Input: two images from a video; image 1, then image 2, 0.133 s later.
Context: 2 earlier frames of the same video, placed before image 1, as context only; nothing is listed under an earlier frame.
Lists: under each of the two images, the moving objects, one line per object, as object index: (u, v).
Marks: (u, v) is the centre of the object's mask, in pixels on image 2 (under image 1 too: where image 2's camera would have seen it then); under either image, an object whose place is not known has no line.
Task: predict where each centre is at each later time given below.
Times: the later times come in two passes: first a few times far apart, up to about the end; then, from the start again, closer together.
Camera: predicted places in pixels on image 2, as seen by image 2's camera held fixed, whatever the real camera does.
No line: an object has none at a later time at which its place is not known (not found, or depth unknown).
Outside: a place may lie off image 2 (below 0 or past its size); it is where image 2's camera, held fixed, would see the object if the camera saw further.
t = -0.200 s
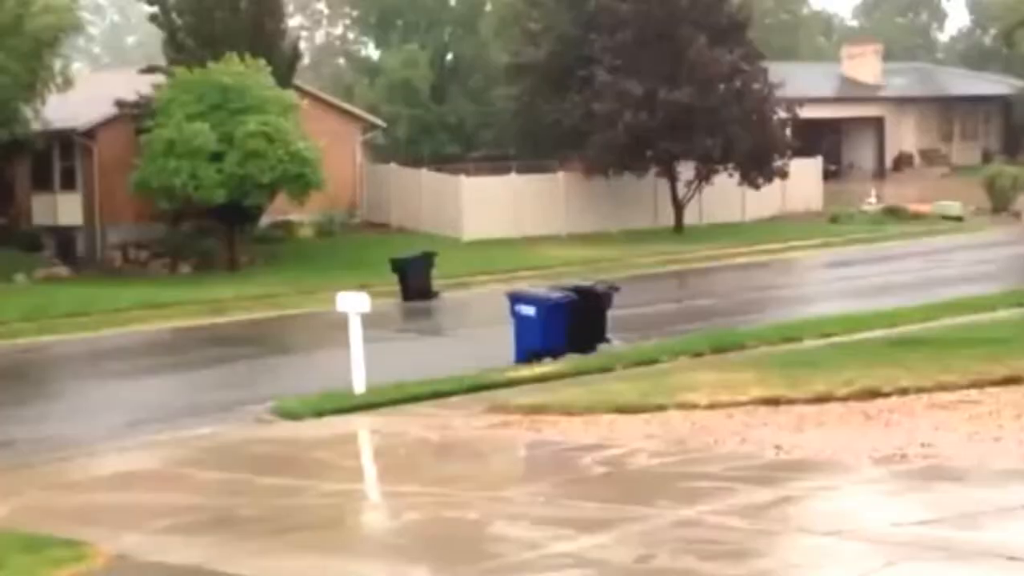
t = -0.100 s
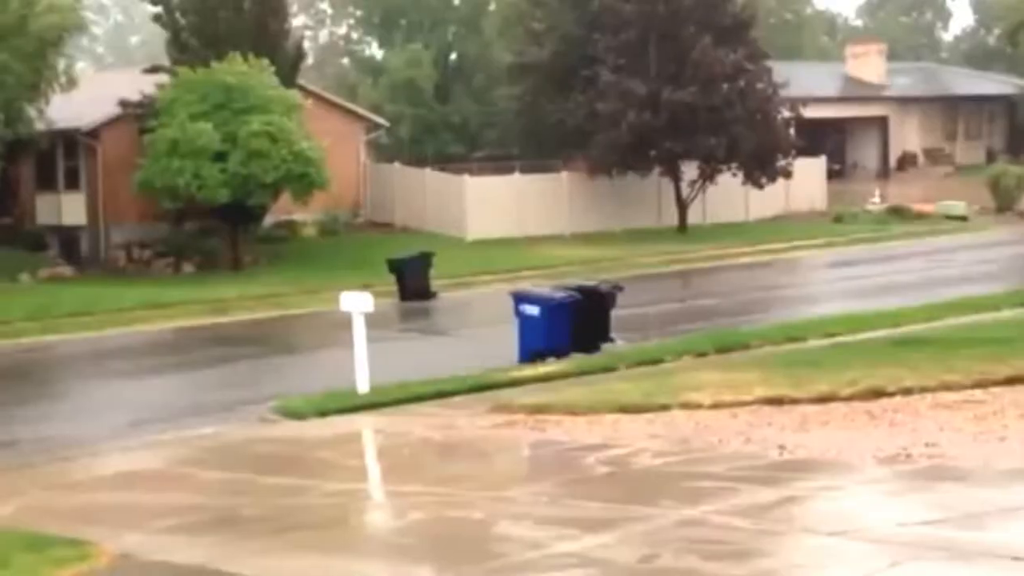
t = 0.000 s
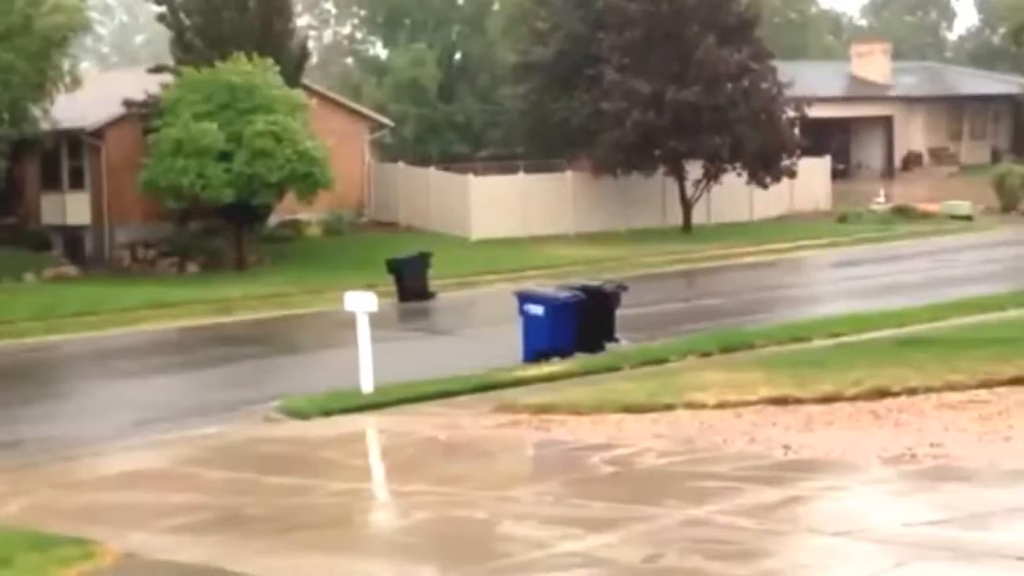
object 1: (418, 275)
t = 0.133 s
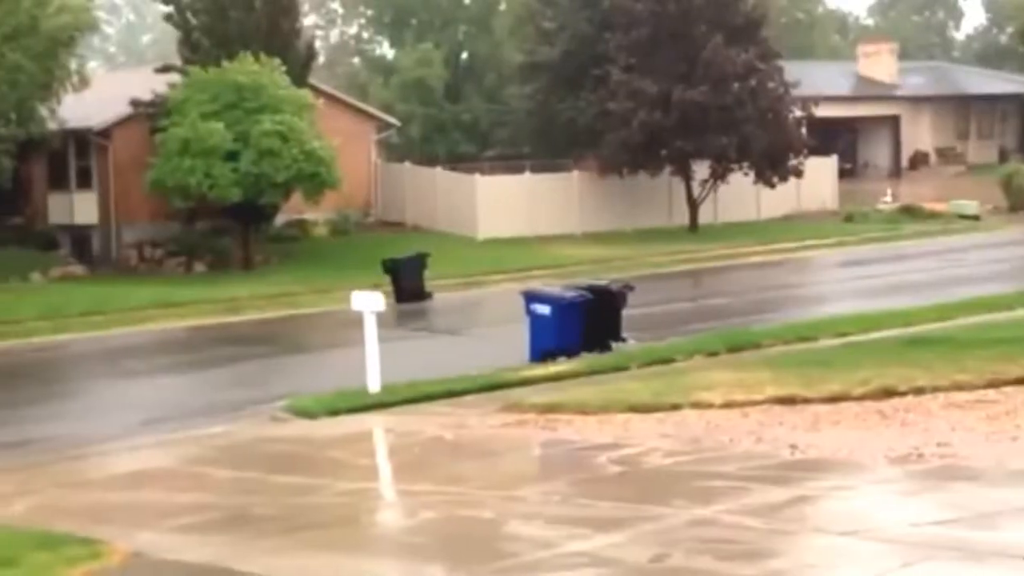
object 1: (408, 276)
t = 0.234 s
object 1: (406, 276)
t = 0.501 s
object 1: (389, 276)
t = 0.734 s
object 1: (372, 274)
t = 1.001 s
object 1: (350, 276)
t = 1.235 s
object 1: (339, 280)
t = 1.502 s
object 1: (323, 284)
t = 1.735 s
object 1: (304, 287)
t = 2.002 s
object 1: (285, 288)
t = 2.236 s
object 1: (270, 291)
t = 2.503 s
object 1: (250, 292)
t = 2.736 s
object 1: (229, 294)
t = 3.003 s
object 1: (210, 298)
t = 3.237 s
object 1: (195, 300)
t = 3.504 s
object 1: (175, 302)
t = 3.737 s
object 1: (155, 305)
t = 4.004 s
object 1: (133, 307)
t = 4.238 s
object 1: (116, 309)
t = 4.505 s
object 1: (93, 311)
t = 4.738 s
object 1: (78, 312)
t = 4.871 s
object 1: (72, 312)
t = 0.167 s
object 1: (408, 276)
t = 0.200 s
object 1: (405, 276)
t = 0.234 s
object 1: (406, 276)
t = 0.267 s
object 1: (401, 277)
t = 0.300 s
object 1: (399, 277)
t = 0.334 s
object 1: (399, 277)
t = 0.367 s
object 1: (395, 277)
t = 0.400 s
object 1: (391, 276)
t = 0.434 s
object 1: (391, 276)
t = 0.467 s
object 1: (389, 276)
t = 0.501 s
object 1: (389, 276)
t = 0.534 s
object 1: (385, 276)
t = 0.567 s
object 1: (383, 275)
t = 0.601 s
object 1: (383, 275)
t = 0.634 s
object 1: (379, 275)
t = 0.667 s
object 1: (377, 275)
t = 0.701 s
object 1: (377, 275)
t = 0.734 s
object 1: (372, 274)
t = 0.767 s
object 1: (367, 274)
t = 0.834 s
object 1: (363, 273)
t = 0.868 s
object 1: (363, 273)
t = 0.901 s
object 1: (358, 274)
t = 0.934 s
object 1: (355, 275)
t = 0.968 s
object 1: (355, 275)
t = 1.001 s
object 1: (350, 276)
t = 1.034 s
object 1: (349, 277)
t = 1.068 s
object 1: (349, 277)
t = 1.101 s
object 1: (345, 278)
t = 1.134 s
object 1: (341, 279)
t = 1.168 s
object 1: (341, 279)
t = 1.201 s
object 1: (339, 280)
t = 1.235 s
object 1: (339, 280)
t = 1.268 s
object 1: (335, 282)
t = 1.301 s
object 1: (333, 282)
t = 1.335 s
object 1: (333, 282)
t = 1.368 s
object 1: (330, 283)
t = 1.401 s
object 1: (326, 284)
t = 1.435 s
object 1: (326, 284)
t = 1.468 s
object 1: (323, 284)
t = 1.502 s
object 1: (323, 284)
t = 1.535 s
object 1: (318, 284)
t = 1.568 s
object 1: (316, 285)
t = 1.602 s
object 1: (316, 285)
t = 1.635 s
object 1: (311, 286)
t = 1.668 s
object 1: (309, 286)
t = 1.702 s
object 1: (309, 286)
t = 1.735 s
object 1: (304, 287)
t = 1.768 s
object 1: (299, 287)
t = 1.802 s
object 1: (299, 287)
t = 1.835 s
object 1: (297, 287)
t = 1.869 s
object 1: (296, 287)
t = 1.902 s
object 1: (292, 288)
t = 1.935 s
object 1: (290, 288)
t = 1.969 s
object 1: (290, 288)
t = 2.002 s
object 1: (285, 288)
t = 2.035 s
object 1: (282, 289)
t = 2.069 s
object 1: (282, 289)
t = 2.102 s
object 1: (278, 289)
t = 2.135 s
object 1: (273, 290)
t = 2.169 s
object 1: (273, 290)
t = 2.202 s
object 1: (270, 291)
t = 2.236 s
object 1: (270, 291)
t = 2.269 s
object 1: (265, 291)
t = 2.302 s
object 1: (263, 292)
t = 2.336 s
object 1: (263, 292)
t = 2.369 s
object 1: (258, 292)
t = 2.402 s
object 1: (252, 292)
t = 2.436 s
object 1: (252, 292)
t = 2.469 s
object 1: (250, 292)
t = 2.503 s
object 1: (250, 292)
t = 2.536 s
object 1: (245, 293)
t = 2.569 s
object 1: (242, 293)
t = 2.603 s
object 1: (242, 293)
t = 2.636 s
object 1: (237, 293)
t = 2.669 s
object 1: (234, 294)
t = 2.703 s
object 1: (234, 294)
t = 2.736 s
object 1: (229, 294)
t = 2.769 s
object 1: (224, 295)
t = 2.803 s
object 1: (224, 295)
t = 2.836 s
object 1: (222, 296)
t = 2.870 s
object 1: (222, 296)
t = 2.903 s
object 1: (217, 296)
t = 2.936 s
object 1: (215, 296)
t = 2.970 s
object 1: (214, 297)
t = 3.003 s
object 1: (210, 298)
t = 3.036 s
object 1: (207, 298)
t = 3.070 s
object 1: (207, 298)
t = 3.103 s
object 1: (202, 299)
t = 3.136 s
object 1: (197, 299)
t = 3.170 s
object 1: (197, 300)
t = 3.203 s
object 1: (195, 300)
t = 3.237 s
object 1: (195, 300)
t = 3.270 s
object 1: (190, 301)
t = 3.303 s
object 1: (187, 301)
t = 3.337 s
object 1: (187, 300)
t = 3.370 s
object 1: (183, 301)
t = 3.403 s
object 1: (178, 302)
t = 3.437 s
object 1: (178, 302)
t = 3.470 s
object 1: (175, 302)
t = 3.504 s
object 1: (175, 302)
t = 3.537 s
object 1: (171, 302)
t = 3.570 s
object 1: (168, 303)
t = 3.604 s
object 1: (168, 303)
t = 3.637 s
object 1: (162, 304)
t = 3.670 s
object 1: (160, 304)
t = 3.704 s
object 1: (160, 303)
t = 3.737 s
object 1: (155, 305)
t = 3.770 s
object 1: (150, 305)
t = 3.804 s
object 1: (150, 306)
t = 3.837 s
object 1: (147, 306)
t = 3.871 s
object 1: (147, 306)
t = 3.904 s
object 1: (141, 307)
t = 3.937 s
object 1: (138, 307)
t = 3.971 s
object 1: (138, 307)
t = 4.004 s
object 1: (133, 307)
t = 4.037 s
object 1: (130, 308)
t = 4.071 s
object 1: (130, 308)
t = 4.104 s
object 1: (124, 308)
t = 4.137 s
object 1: (119, 309)
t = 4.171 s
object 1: (119, 309)
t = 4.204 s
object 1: (116, 309)
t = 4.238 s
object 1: (116, 309)
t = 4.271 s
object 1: (110, 310)
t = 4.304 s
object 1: (108, 310)
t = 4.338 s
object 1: (107, 310)
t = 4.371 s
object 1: (102, 311)
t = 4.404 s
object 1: (96, 311)
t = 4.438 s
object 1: (96, 311)
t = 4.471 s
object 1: (93, 311)
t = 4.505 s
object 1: (93, 311)
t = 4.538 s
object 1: (88, 311)
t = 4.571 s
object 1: (87, 311)
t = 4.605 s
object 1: (86, 311)
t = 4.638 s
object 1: (83, 311)
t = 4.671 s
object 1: (81, 311)
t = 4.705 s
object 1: (81, 311)
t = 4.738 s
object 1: (78, 312)
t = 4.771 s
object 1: (76, 312)
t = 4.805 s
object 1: (76, 312)
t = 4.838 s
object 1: (74, 312)
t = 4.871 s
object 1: (72, 312)
